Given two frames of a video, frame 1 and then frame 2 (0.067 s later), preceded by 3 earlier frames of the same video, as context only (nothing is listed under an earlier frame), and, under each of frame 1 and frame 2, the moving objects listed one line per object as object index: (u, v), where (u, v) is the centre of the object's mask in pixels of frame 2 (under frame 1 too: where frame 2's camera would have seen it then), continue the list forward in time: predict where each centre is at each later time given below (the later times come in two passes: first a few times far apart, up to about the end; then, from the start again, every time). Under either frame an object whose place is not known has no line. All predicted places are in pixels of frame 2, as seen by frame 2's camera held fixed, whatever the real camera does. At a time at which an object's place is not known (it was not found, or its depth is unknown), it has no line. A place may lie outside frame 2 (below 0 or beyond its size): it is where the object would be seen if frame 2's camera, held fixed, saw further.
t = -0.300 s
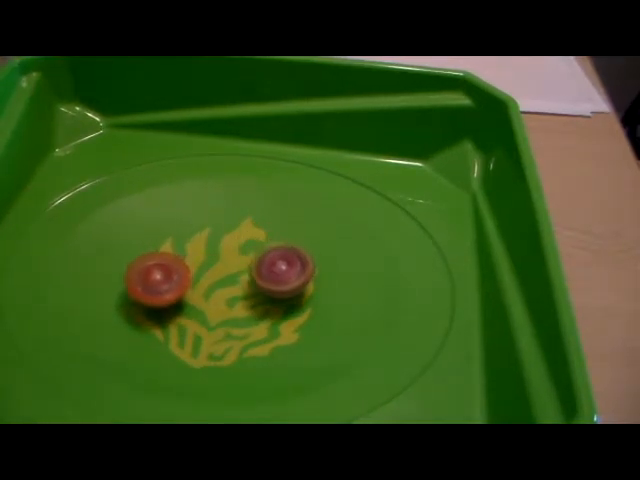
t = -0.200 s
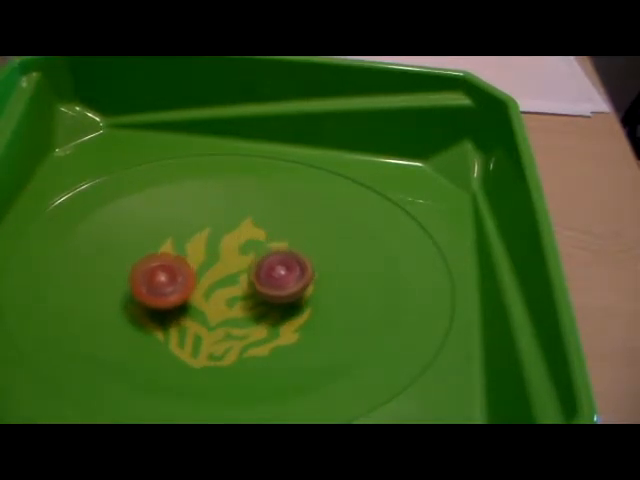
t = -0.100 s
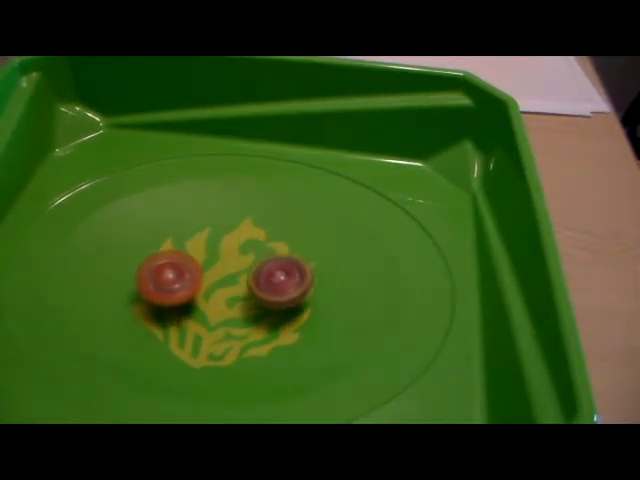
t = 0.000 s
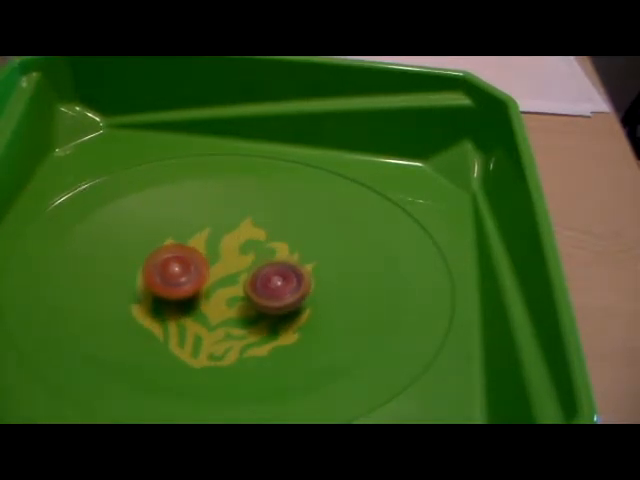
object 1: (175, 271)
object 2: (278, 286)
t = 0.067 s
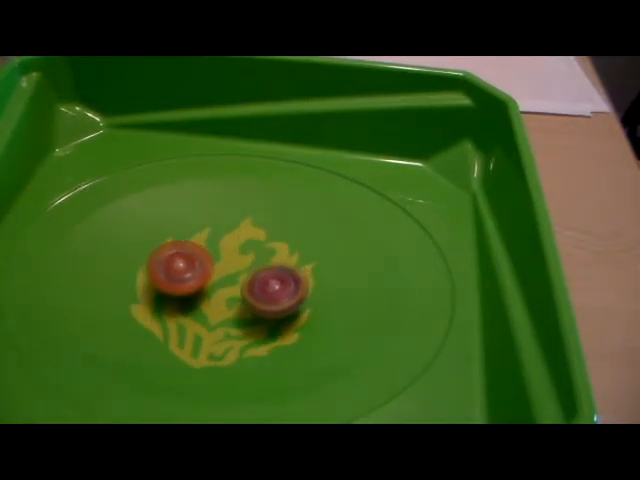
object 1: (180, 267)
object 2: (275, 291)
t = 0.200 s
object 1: (190, 260)
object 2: (269, 299)
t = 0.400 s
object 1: (207, 251)
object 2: (256, 308)
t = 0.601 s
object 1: (224, 245)
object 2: (237, 315)
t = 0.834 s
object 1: (242, 242)
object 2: (214, 317)
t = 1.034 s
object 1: (253, 242)
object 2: (197, 314)
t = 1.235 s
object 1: (260, 247)
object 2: (181, 307)
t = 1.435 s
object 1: (262, 256)
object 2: (171, 298)
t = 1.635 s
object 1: (258, 268)
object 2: (167, 288)
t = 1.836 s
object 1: (248, 280)
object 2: (166, 275)
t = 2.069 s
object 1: (231, 291)
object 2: (168, 262)
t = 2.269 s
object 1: (216, 298)
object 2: (174, 253)
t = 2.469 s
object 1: (200, 303)
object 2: (187, 242)
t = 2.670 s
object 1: (185, 303)
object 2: (202, 235)
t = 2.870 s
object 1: (174, 301)
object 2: (219, 232)
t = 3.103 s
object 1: (173, 294)
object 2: (236, 233)
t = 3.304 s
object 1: (175, 282)
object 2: (251, 239)
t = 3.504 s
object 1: (184, 273)
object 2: (264, 247)
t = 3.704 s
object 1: (195, 266)
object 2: (272, 256)
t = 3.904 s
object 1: (183, 251)
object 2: (302, 276)
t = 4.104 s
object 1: (143, 242)
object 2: (332, 281)
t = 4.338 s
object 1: (134, 254)
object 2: (316, 276)
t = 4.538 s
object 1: (151, 267)
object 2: (279, 284)
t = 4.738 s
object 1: (182, 272)
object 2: (242, 308)
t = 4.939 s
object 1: (201, 255)
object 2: (238, 330)
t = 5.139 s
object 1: (222, 249)
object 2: (234, 318)
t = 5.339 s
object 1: (242, 249)
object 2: (199, 311)
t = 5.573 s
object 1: (261, 253)
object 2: (168, 297)
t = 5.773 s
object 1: (269, 260)
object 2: (160, 281)
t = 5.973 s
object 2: (161, 266)
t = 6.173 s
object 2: (173, 254)
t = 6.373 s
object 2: (191, 240)
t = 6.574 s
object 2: (210, 232)
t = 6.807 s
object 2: (239, 232)
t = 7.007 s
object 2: (260, 239)
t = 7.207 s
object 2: (273, 251)
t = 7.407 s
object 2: (279, 269)
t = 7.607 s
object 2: (275, 287)
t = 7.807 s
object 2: (259, 306)
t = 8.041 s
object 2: (234, 315)
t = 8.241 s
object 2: (208, 315)
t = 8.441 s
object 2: (169, 320)
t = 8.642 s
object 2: (167, 310)
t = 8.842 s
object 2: (168, 291)
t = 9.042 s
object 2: (170, 263)
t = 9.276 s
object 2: (184, 244)
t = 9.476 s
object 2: (203, 235)
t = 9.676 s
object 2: (232, 232)
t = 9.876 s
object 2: (255, 238)
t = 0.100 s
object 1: (182, 265)
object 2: (273, 293)
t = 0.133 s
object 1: (185, 264)
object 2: (272, 295)
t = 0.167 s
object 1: (188, 262)
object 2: (270, 297)
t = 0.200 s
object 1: (190, 260)
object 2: (269, 299)
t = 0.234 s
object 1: (193, 258)
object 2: (267, 301)
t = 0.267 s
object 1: (196, 257)
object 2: (265, 303)
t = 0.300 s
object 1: (198, 255)
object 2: (263, 304)
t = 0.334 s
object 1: (201, 253)
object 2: (261, 306)
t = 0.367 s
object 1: (204, 252)
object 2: (259, 306)
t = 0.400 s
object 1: (207, 251)
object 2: (256, 308)
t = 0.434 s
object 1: (210, 250)
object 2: (253, 310)
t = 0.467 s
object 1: (213, 249)
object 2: (250, 311)
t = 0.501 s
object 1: (215, 248)
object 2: (247, 312)
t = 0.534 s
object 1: (219, 247)
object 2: (243, 313)
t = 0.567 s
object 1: (221, 246)
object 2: (240, 314)
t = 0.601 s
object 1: (224, 245)
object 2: (237, 315)
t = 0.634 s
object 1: (227, 245)
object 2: (234, 315)
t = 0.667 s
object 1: (229, 244)
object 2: (230, 316)
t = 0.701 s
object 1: (232, 243)
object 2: (227, 317)
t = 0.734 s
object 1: (235, 243)
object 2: (224, 317)
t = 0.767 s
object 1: (237, 243)
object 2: (221, 318)
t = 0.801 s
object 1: (240, 243)
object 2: (217, 318)
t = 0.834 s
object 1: (242, 242)
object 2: (214, 317)
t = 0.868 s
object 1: (244, 242)
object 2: (211, 316)
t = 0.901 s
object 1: (246, 242)
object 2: (208, 316)
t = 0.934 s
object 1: (248, 242)
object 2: (206, 316)
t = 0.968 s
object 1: (250, 242)
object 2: (203, 315)
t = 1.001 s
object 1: (252, 242)
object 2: (199, 314)
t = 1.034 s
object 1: (253, 242)
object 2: (197, 314)
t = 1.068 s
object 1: (255, 242)
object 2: (194, 312)
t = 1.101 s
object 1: (256, 243)
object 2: (191, 311)
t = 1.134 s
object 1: (257, 244)
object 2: (189, 310)
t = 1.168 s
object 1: (258, 245)
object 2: (186, 309)
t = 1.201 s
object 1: (260, 246)
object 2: (183, 308)
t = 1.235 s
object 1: (260, 247)
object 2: (181, 307)
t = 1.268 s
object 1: (261, 248)
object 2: (179, 306)
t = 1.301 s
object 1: (261, 250)
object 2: (177, 304)
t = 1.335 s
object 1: (262, 251)
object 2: (175, 303)
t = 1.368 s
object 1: (262, 253)
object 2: (174, 301)
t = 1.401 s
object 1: (262, 255)
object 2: (172, 300)
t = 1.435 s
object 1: (262, 256)
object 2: (171, 298)
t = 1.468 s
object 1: (262, 258)
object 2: (170, 297)
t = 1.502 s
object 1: (262, 260)
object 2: (169, 295)
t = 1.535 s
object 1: (261, 262)
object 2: (169, 294)
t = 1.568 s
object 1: (260, 264)
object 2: (168, 293)
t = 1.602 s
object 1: (260, 266)
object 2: (168, 291)
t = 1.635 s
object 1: (258, 268)
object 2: (167, 288)
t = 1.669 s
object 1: (257, 270)
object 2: (167, 287)
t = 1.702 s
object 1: (255, 272)
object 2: (166, 284)
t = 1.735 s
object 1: (254, 274)
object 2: (166, 282)
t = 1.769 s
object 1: (252, 276)
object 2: (166, 280)
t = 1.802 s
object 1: (250, 278)
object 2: (166, 278)
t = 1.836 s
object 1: (248, 280)
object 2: (166, 275)
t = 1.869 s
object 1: (246, 281)
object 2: (166, 273)
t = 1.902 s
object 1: (243, 283)
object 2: (166, 271)
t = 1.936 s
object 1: (241, 285)
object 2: (167, 269)
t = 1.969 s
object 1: (239, 286)
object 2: (167, 267)
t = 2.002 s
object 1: (236, 288)
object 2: (167, 265)
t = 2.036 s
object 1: (234, 290)
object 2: (168, 263)
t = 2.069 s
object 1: (231, 291)
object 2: (168, 262)
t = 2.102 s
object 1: (228, 292)
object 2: (169, 260)
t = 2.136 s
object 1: (226, 294)
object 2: (170, 260)
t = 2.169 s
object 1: (223, 295)
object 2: (170, 258)
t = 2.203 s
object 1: (221, 296)
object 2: (172, 257)
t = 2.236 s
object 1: (218, 297)
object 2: (173, 255)
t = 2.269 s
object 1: (216, 298)
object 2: (174, 253)
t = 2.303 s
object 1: (213, 299)
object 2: (177, 251)
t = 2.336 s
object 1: (210, 300)
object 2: (178, 249)
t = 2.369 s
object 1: (208, 301)
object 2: (180, 247)
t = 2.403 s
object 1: (205, 301)
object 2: (182, 245)
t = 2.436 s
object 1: (202, 302)
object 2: (184, 243)
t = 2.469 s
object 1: (200, 303)
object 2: (187, 242)
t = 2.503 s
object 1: (198, 303)
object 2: (189, 241)
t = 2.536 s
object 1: (195, 303)
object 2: (191, 239)
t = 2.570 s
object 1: (193, 303)
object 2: (194, 238)
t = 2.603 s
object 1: (190, 303)
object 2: (197, 237)
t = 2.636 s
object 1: (187, 303)
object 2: (200, 236)
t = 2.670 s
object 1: (185, 303)
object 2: (202, 235)
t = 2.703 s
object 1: (183, 303)
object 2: (205, 234)
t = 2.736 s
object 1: (180, 302)
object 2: (208, 234)
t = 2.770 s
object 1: (177, 302)
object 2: (211, 233)
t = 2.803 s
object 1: (176, 301)
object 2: (214, 233)
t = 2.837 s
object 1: (175, 301)
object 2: (217, 232)
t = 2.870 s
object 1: (174, 301)
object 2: (219, 232)
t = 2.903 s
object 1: (174, 301)
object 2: (222, 232)
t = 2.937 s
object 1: (175, 301)
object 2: (224, 232)
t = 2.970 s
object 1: (175, 300)
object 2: (227, 232)
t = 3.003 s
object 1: (174, 299)
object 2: (230, 232)
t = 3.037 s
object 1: (174, 297)
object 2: (232, 232)
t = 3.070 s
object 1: (174, 296)
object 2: (234, 233)
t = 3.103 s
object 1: (173, 294)
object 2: (236, 233)
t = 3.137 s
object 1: (173, 291)
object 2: (239, 233)
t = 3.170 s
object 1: (173, 289)
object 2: (242, 234)
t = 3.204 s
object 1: (173, 288)
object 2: (244, 235)
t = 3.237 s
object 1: (173, 286)
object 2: (246, 236)
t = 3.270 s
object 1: (174, 284)
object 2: (249, 237)
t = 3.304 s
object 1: (175, 282)
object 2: (251, 239)
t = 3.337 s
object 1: (176, 281)
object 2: (253, 240)
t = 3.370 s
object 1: (177, 279)
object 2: (255, 241)
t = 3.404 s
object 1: (179, 278)
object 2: (258, 243)
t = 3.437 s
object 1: (175, 276)
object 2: (255, 244)
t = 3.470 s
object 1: (182, 275)
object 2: (262, 245)
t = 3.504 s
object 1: (184, 273)
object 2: (264, 247)
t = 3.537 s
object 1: (185, 272)
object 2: (266, 248)
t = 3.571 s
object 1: (187, 270)
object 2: (267, 250)
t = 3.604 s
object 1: (190, 269)
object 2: (269, 252)
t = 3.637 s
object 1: (192, 268)
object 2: (270, 253)
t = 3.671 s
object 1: (194, 267)
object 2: (271, 254)
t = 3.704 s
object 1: (195, 266)
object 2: (272, 256)
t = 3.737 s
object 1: (198, 264)
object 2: (272, 258)
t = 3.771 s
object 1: (200, 263)
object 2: (273, 259)
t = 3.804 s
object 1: (202, 262)
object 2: (274, 261)
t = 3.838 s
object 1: (205, 261)
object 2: (274, 264)
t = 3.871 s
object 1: (198, 257)
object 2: (285, 270)
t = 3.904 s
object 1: (183, 251)
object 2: (302, 276)
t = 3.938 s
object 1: (171, 245)
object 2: (314, 280)
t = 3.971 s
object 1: (163, 242)
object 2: (321, 282)
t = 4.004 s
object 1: (157, 240)
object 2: (326, 283)
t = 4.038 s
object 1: (152, 241)
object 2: (329, 283)
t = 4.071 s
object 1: (147, 241)
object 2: (331, 282)
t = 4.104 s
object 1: (143, 242)
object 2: (332, 281)
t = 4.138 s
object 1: (140, 244)
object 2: (332, 280)
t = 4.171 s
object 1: (137, 245)
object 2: (332, 279)
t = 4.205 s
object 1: (135, 247)
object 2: (330, 278)
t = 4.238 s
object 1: (133, 248)
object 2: (328, 277)
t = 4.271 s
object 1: (133, 250)
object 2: (325, 277)
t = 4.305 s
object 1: (133, 252)
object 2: (321, 277)
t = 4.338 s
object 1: (134, 254)
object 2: (316, 276)
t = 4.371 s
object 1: (136, 256)
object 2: (311, 276)
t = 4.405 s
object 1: (137, 259)
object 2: (306, 277)
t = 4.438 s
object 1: (140, 261)
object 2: (299, 278)
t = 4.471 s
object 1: (143, 262)
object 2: (293, 280)
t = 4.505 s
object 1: (147, 265)
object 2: (286, 282)
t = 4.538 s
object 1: (151, 267)
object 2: (279, 284)
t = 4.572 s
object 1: (156, 269)
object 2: (273, 288)
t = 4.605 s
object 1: (160, 270)
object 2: (267, 292)
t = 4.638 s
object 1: (166, 272)
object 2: (261, 296)
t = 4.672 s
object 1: (171, 272)
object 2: (255, 300)
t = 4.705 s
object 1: (176, 272)
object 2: (249, 304)
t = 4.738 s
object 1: (182, 272)
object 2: (242, 308)
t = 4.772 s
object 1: (187, 272)
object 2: (237, 313)
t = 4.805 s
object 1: (190, 268)
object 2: (236, 320)
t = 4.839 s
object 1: (192, 263)
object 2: (236, 326)
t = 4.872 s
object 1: (194, 259)
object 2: (236, 329)
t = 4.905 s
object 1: (198, 257)
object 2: (236, 330)
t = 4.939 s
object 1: (201, 255)
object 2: (238, 330)
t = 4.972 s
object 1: (204, 254)
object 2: (238, 330)
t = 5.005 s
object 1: (208, 253)
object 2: (238, 330)
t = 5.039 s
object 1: (211, 252)
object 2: (239, 327)
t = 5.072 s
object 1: (215, 251)
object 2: (239, 324)
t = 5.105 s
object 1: (218, 250)
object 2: (236, 322)
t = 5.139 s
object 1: (222, 249)
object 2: (234, 318)
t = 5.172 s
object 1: (225, 249)
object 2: (231, 316)
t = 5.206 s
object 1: (228, 249)
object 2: (226, 314)
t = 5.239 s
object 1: (232, 248)
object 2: (219, 313)
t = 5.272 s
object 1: (235, 248)
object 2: (213, 312)
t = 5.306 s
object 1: (238, 248)
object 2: (206, 311)
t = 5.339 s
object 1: (242, 249)
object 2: (199, 311)
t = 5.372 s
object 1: (245, 249)
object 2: (193, 309)
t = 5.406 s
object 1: (248, 250)
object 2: (186, 308)
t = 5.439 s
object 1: (251, 250)
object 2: (181, 306)
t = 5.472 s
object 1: (254, 250)
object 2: (177, 304)
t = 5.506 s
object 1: (256, 251)
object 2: (173, 301)
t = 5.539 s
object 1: (259, 252)
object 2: (171, 299)
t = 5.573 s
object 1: (261, 253)
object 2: (168, 297)
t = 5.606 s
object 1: (263, 255)
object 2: (166, 295)
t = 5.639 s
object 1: (265, 256)
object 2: (164, 292)
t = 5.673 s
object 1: (266, 257)
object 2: (162, 290)
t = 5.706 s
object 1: (267, 258)
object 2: (161, 287)
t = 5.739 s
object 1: (268, 259)
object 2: (160, 284)
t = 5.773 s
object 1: (269, 260)
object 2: (160, 281)
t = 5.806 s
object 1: (270, 262)
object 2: (159, 279)
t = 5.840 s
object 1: (270, 264)
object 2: (159, 276)
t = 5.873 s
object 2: (159, 274)
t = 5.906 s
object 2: (159, 272)
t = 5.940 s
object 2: (161, 269)
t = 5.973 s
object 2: (161, 266)
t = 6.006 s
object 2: (163, 264)
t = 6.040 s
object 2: (164, 262)
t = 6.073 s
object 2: (166, 259)
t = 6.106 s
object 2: (168, 257)
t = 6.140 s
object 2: (171, 256)
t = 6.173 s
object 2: (173, 254)
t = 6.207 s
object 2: (176, 252)
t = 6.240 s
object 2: (179, 250)
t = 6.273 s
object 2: (181, 248)
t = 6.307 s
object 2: (184, 245)
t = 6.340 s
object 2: (188, 242)
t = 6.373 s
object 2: (191, 240)
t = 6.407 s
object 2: (194, 238)
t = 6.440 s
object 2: (197, 237)
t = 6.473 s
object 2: (200, 235)
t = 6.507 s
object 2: (203, 234)
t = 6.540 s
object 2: (206, 233)
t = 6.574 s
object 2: (210, 232)
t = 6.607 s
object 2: (213, 232)
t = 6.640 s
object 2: (217, 232)
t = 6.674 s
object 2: (221, 232)
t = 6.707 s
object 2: (225, 231)
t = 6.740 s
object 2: (230, 231)
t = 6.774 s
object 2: (235, 232)
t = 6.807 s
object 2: (239, 232)
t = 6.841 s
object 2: (244, 232)
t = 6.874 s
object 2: (247, 233)
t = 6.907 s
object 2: (251, 234)
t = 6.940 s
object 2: (254, 236)
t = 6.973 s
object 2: (257, 237)
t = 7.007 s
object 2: (260, 239)
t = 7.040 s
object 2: (262, 241)
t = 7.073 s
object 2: (265, 242)
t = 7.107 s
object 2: (267, 244)
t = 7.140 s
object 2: (269, 247)
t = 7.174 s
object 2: (272, 249)
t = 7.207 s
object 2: (273, 251)
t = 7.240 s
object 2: (275, 255)
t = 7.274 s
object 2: (277, 257)
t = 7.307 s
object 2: (278, 260)
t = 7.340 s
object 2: (279, 263)
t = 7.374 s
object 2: (279, 266)
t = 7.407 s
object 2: (279, 269)
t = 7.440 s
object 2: (279, 272)
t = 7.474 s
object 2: (279, 275)
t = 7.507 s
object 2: (278, 278)
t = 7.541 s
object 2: (278, 281)
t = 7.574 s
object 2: (276, 284)
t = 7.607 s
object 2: (275, 287)
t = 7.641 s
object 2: (273, 291)
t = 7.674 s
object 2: (270, 294)
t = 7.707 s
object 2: (268, 297)
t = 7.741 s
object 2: (265, 300)
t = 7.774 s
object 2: (262, 303)
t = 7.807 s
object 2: (259, 306)
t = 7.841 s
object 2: (255, 307)
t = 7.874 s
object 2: (252, 309)
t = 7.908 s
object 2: (249, 311)
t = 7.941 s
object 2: (246, 313)
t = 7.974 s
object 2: (242, 314)
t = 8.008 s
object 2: (238, 314)
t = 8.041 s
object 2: (234, 315)
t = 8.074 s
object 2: (230, 316)
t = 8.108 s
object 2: (225, 317)
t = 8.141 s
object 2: (220, 316)
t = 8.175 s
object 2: (216, 316)
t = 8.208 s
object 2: (212, 315)
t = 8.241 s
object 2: (208, 315)
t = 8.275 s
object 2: (204, 313)
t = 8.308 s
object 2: (200, 313)
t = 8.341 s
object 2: (196, 312)
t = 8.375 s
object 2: (185, 316)
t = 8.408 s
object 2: (175, 319)
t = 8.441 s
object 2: (169, 320)
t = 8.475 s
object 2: (166, 319)
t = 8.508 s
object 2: (165, 318)
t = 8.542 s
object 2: (165, 316)
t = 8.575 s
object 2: (166, 314)
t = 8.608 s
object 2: (166, 312)
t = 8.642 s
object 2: (167, 310)
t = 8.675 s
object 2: (167, 307)
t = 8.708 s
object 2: (168, 304)
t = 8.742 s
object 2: (168, 301)
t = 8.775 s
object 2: (168, 298)
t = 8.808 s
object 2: (168, 295)
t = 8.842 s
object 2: (168, 291)
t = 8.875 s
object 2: (168, 288)
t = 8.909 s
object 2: (168, 284)
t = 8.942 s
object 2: (168, 280)
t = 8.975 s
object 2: (168, 274)
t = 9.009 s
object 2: (169, 268)
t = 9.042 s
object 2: (170, 263)
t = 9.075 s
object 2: (172, 259)
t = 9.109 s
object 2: (174, 255)
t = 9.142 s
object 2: (176, 252)
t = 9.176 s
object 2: (178, 250)
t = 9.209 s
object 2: (180, 247)
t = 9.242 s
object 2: (182, 245)
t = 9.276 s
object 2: (184, 244)
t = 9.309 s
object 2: (187, 242)
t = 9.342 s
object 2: (190, 241)
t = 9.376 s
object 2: (192, 239)
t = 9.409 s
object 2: (196, 238)
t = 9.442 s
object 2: (199, 236)
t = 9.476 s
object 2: (203, 235)
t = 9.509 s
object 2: (208, 233)
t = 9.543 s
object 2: (213, 233)
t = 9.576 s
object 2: (218, 232)
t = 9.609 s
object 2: (223, 232)
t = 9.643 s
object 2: (228, 232)
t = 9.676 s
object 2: (232, 232)
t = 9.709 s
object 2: (236, 232)
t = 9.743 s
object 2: (240, 233)
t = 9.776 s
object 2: (244, 234)
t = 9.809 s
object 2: (248, 235)
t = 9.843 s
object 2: (251, 236)
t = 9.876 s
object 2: (255, 238)
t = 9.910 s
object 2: (258, 239)
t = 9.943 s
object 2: (261, 241)
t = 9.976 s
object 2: (264, 243)
